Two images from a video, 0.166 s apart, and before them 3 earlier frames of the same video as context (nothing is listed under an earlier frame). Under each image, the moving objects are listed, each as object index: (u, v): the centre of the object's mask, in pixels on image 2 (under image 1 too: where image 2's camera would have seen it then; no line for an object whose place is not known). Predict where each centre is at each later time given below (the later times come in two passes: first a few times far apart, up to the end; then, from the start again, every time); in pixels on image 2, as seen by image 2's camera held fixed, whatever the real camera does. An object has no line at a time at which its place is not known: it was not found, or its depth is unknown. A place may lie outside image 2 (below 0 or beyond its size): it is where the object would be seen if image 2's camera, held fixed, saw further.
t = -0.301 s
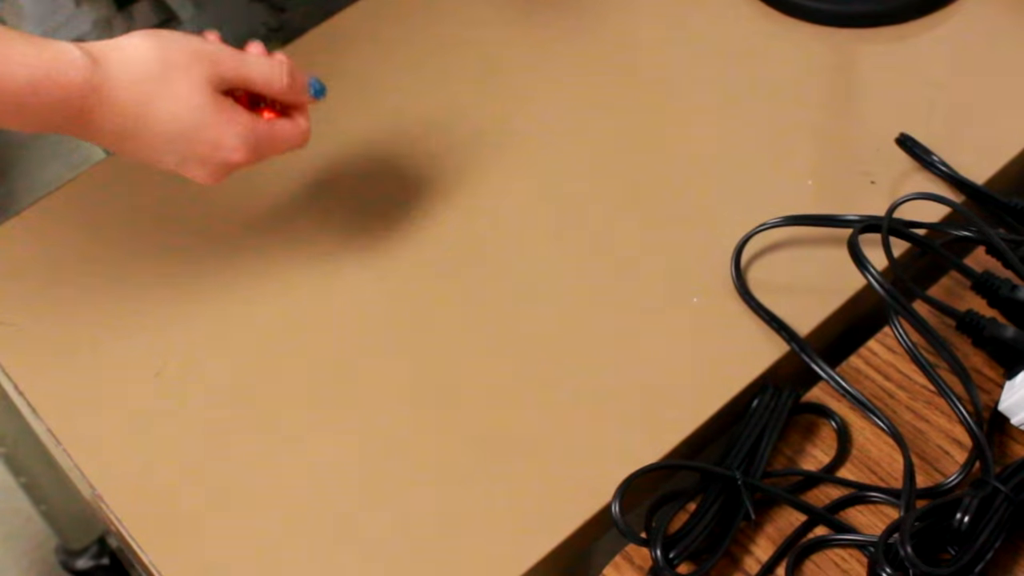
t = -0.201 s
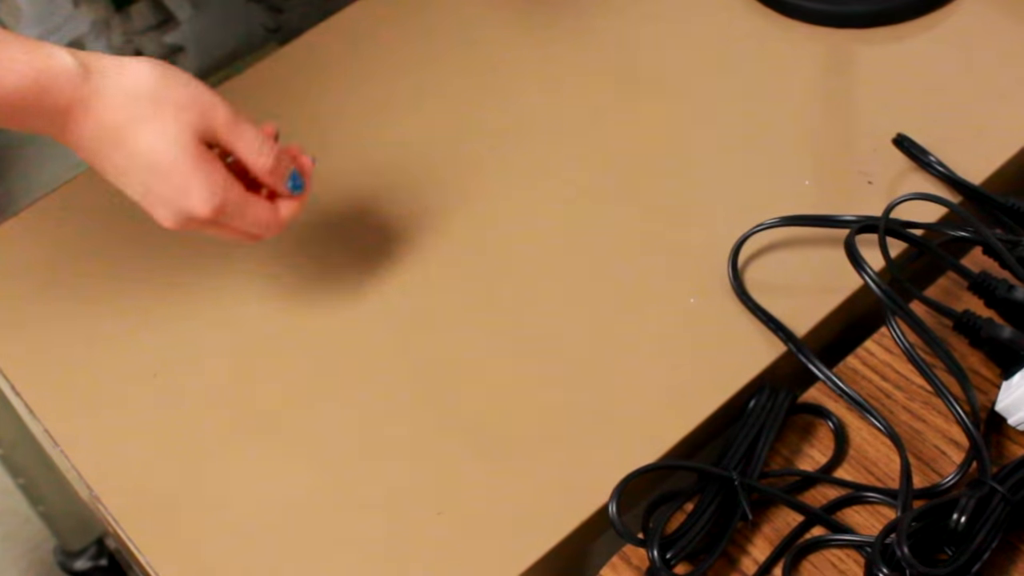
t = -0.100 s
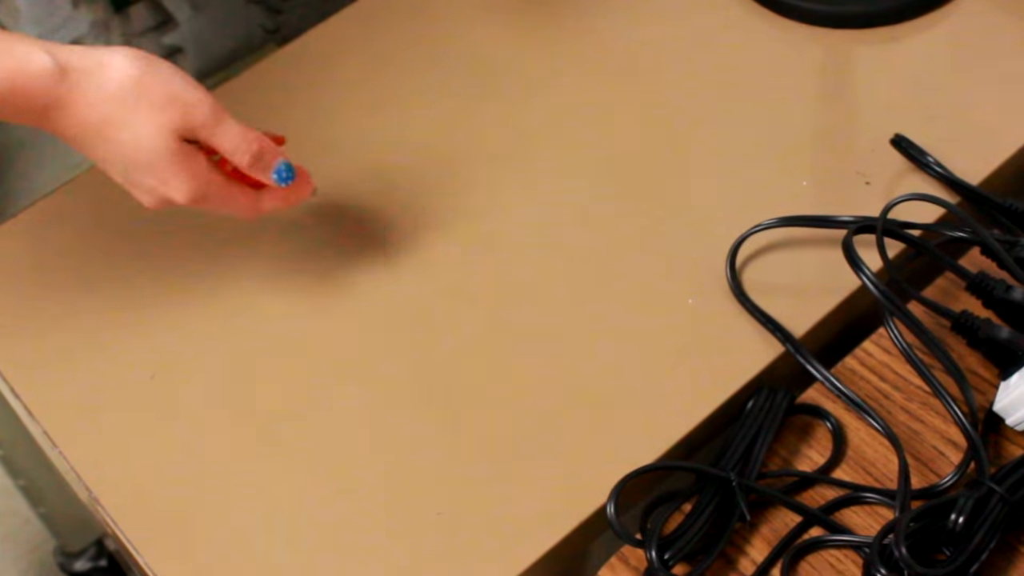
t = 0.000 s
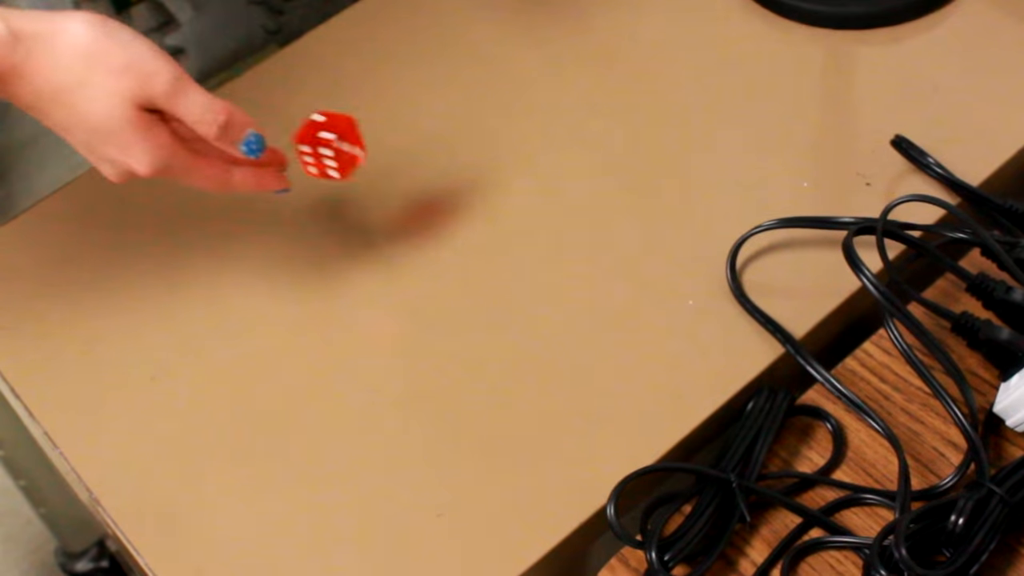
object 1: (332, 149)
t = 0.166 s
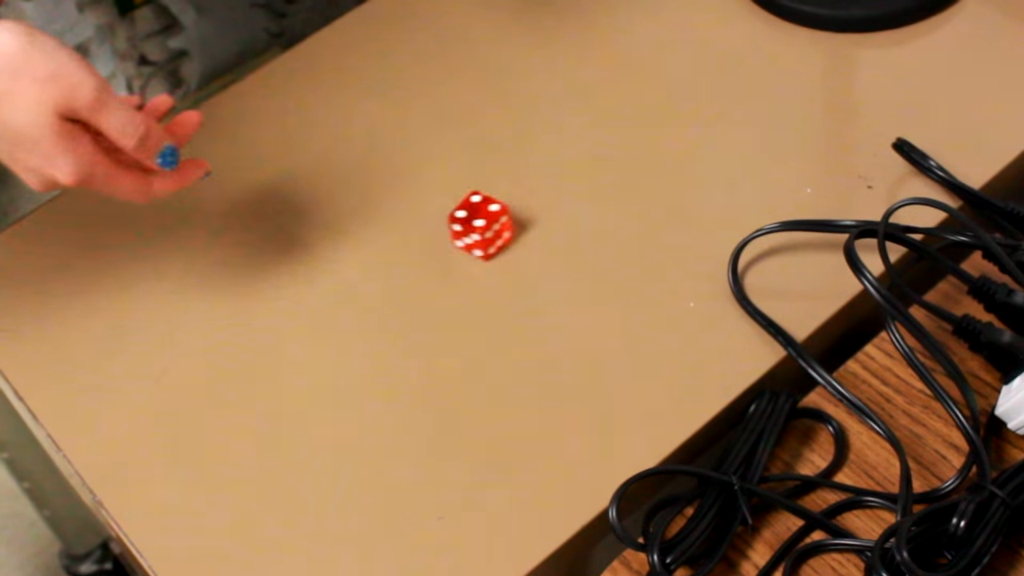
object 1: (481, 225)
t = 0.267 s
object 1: (518, 220)
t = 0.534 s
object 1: (519, 219)
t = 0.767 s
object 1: (519, 219)
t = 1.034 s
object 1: (519, 219)
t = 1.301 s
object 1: (519, 219)
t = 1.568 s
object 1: (519, 219)
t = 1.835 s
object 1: (519, 219)
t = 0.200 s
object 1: (498, 223)
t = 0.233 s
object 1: (511, 220)
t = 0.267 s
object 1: (518, 220)
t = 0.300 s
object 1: (519, 219)
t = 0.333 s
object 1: (519, 219)
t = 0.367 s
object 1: (519, 219)
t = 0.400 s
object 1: (519, 219)
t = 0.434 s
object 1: (519, 219)
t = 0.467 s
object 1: (519, 219)
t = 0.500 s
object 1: (519, 219)
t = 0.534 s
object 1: (519, 219)
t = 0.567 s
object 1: (519, 219)
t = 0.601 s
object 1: (519, 219)
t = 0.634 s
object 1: (519, 219)
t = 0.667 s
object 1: (519, 219)
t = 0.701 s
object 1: (519, 219)
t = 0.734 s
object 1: (519, 219)
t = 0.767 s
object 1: (519, 219)
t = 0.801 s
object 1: (519, 219)
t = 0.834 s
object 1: (519, 219)
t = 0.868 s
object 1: (519, 219)
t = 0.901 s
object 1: (519, 219)
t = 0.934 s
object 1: (519, 219)
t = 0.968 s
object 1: (519, 219)
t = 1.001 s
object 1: (519, 219)
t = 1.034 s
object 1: (519, 219)
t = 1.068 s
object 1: (519, 219)
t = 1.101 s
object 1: (519, 219)
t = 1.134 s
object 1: (519, 219)
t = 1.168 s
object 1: (519, 219)
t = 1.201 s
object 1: (519, 219)
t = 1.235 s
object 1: (519, 219)
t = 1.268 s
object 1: (519, 219)
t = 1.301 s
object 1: (519, 219)
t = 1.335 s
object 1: (519, 219)
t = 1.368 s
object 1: (519, 219)
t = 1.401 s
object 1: (519, 219)
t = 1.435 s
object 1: (519, 219)
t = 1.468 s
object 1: (519, 219)
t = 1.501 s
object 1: (519, 219)
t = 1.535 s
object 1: (519, 219)
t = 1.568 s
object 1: (519, 219)
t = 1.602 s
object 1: (519, 219)
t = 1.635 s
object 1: (519, 219)
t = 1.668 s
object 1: (519, 219)
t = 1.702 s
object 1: (519, 219)
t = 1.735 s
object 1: (519, 219)
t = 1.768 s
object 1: (519, 219)
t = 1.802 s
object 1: (519, 219)
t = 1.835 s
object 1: (519, 219)
